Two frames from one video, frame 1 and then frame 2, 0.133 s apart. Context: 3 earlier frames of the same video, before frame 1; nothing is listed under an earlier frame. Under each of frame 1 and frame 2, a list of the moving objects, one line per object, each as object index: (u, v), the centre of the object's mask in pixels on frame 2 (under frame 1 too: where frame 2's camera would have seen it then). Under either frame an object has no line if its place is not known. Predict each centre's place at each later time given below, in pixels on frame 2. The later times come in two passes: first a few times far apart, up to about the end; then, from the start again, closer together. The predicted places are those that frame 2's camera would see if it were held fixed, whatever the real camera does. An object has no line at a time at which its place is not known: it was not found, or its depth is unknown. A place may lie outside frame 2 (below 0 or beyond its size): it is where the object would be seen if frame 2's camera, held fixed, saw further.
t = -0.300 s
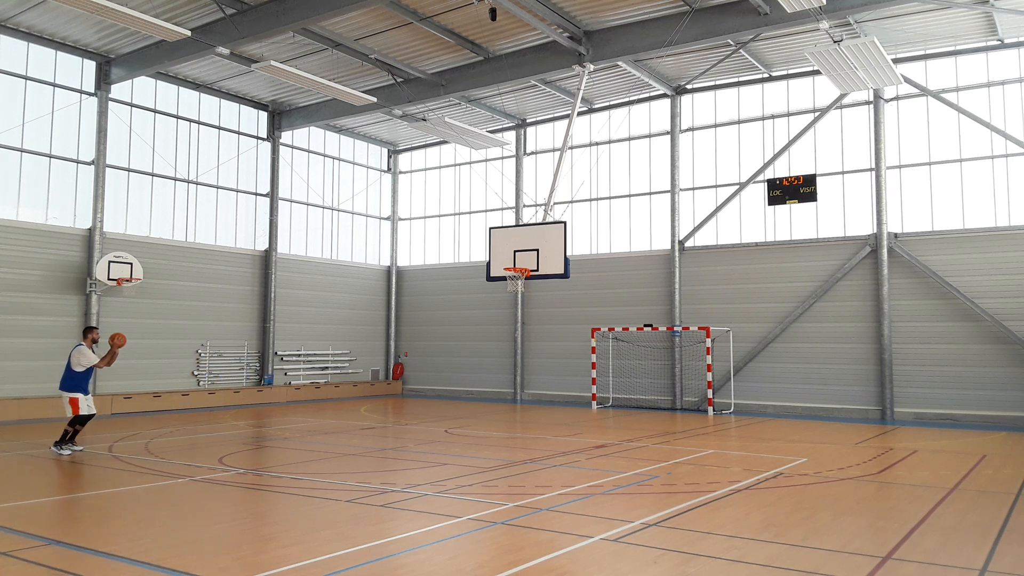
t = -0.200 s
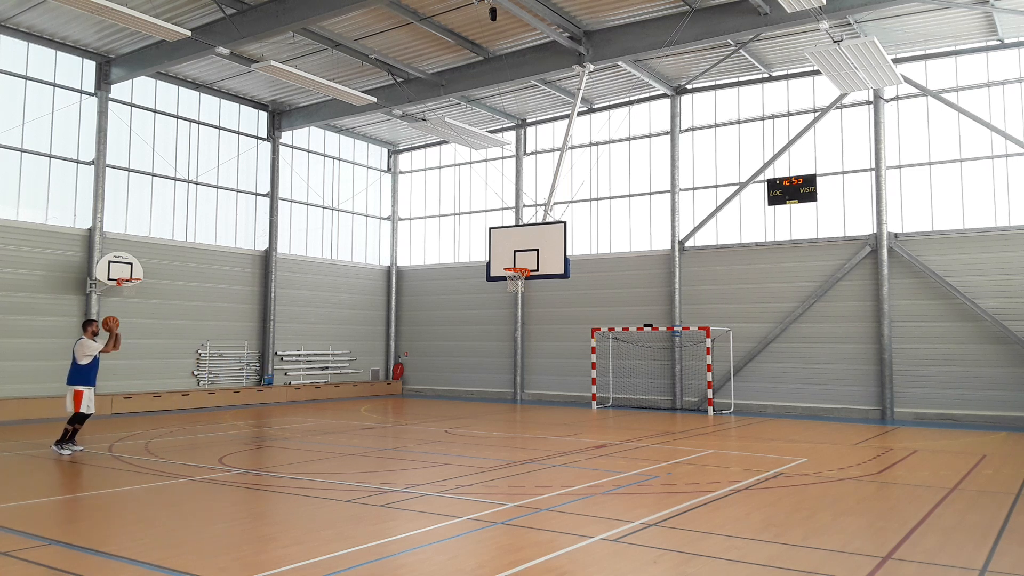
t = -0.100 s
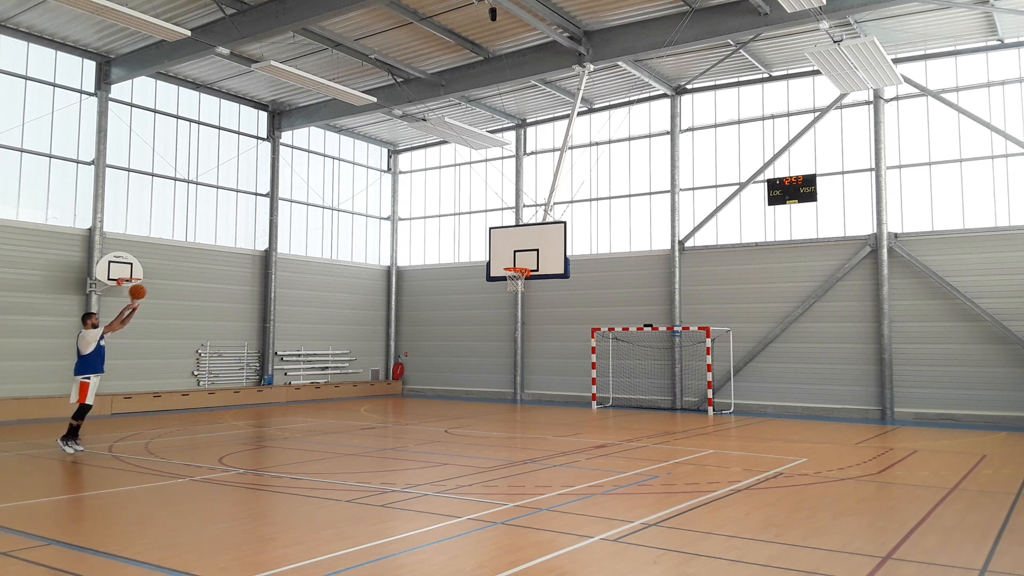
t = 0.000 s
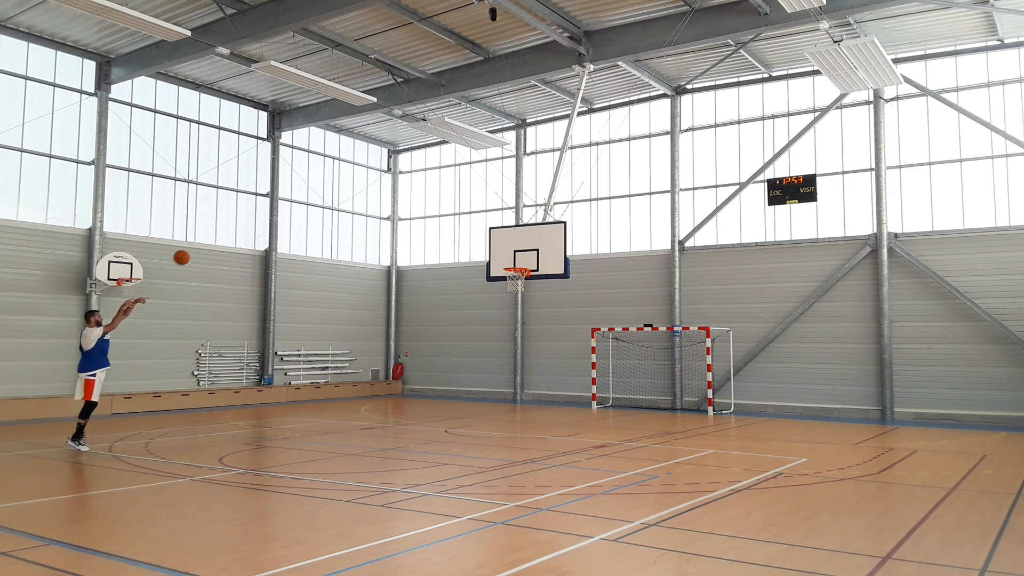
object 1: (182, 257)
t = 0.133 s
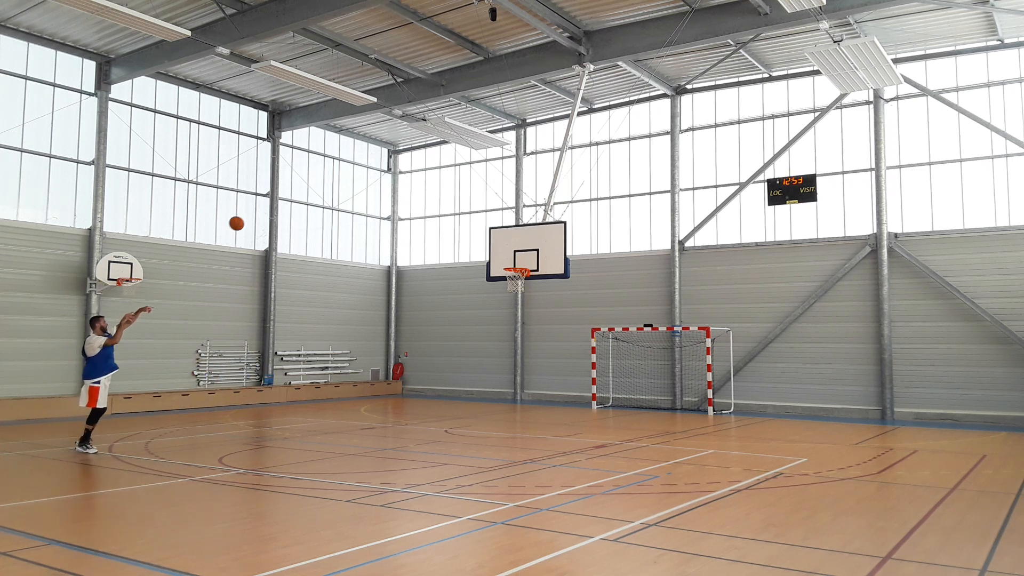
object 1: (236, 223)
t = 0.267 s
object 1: (287, 202)
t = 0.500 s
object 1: (366, 189)
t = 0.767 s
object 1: (446, 209)
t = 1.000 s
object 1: (508, 254)
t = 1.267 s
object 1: (499, 254)
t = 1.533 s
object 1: (479, 257)
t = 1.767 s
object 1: (461, 290)
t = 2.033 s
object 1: (439, 367)
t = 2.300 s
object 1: (415, 394)
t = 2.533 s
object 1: (394, 337)
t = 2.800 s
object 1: (367, 308)
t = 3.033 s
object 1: (344, 315)
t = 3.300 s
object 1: (315, 364)
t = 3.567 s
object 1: (286, 422)
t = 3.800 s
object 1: (263, 368)
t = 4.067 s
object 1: (234, 345)
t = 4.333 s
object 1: (202, 366)
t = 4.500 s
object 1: (181, 402)
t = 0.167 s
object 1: (249, 216)
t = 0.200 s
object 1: (262, 211)
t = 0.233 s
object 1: (274, 205)
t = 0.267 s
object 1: (287, 202)
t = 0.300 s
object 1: (299, 198)
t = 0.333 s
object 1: (311, 195)
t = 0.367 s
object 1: (322, 192)
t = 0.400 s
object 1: (333, 191)
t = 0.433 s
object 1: (345, 190)
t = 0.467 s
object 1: (356, 189)
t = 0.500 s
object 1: (366, 189)
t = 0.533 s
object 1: (377, 190)
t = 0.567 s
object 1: (387, 191)
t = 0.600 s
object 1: (397, 192)
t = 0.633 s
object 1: (407, 195)
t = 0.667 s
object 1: (417, 198)
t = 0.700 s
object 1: (427, 201)
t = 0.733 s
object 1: (436, 205)
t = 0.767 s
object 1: (446, 209)
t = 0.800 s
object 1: (455, 214)
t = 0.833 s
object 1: (464, 219)
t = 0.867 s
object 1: (473, 225)
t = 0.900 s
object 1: (482, 232)
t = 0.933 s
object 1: (491, 239)
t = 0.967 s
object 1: (500, 246)
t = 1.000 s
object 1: (508, 254)
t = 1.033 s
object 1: (517, 262)
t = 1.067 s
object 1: (520, 264)
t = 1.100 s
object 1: (518, 265)
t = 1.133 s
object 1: (511, 264)
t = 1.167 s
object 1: (506, 262)
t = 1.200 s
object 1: (504, 259)
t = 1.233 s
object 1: (501, 256)
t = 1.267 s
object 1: (499, 254)
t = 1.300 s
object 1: (497, 253)
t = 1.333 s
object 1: (494, 252)
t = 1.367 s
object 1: (492, 251)
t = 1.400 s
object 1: (489, 251)
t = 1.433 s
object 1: (487, 252)
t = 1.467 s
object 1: (484, 253)
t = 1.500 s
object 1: (482, 254)
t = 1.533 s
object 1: (479, 257)
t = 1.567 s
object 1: (476, 260)
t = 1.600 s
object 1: (474, 263)
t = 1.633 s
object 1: (471, 267)
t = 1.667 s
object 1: (469, 272)
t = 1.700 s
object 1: (466, 277)
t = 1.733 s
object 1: (463, 283)
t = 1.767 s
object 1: (461, 290)
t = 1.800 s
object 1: (458, 297)
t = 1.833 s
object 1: (455, 305)
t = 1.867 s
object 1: (453, 314)
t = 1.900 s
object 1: (450, 323)
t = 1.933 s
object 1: (447, 333)
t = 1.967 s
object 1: (444, 344)
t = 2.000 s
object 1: (442, 355)
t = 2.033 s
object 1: (439, 367)
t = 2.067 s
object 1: (436, 380)
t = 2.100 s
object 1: (433, 394)
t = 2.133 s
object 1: (430, 408)
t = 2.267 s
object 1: (418, 405)
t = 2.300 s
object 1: (415, 394)
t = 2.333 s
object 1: (412, 384)
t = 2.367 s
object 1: (409, 375)
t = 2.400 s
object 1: (406, 366)
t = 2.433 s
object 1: (403, 358)
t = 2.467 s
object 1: (400, 350)
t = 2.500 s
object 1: (397, 343)
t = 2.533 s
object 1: (394, 337)
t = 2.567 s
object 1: (390, 331)
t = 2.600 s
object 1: (387, 326)
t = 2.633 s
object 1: (384, 321)
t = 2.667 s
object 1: (381, 317)
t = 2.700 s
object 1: (377, 314)
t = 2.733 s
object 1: (374, 311)
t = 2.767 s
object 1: (371, 309)
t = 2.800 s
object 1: (367, 308)
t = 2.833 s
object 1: (364, 307)
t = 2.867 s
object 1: (361, 307)
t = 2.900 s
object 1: (357, 307)
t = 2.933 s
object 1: (354, 308)
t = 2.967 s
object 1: (351, 310)
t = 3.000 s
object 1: (347, 313)
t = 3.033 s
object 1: (344, 315)
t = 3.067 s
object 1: (341, 319)
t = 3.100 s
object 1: (337, 324)
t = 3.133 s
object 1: (333, 329)
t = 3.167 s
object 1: (330, 334)
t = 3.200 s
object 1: (326, 341)
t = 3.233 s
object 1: (323, 348)
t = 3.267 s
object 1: (319, 356)
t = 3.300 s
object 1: (315, 364)
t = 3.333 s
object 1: (312, 373)
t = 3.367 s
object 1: (308, 383)
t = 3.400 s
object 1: (304, 394)
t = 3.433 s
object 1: (300, 405)
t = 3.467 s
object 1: (296, 417)
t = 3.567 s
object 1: (286, 422)
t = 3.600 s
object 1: (282, 412)
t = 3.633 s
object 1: (280, 403)
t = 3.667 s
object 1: (276, 394)
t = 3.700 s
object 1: (273, 387)
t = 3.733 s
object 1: (269, 380)
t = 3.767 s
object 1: (266, 373)
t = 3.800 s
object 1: (263, 368)
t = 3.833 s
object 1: (259, 362)
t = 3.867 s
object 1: (256, 358)
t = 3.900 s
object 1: (252, 354)
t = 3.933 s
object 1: (248, 351)
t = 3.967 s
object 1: (245, 348)
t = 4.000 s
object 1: (241, 346)
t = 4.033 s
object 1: (237, 345)
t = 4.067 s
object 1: (234, 345)
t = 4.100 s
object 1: (230, 345)
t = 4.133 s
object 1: (226, 346)
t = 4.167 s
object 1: (222, 347)
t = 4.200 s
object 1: (218, 350)
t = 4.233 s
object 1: (214, 353)
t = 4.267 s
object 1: (211, 356)
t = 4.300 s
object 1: (206, 361)
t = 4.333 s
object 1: (202, 366)
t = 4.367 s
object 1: (198, 372)
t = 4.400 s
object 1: (194, 378)
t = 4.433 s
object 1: (190, 385)
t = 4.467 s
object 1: (186, 393)
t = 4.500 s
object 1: (181, 402)
